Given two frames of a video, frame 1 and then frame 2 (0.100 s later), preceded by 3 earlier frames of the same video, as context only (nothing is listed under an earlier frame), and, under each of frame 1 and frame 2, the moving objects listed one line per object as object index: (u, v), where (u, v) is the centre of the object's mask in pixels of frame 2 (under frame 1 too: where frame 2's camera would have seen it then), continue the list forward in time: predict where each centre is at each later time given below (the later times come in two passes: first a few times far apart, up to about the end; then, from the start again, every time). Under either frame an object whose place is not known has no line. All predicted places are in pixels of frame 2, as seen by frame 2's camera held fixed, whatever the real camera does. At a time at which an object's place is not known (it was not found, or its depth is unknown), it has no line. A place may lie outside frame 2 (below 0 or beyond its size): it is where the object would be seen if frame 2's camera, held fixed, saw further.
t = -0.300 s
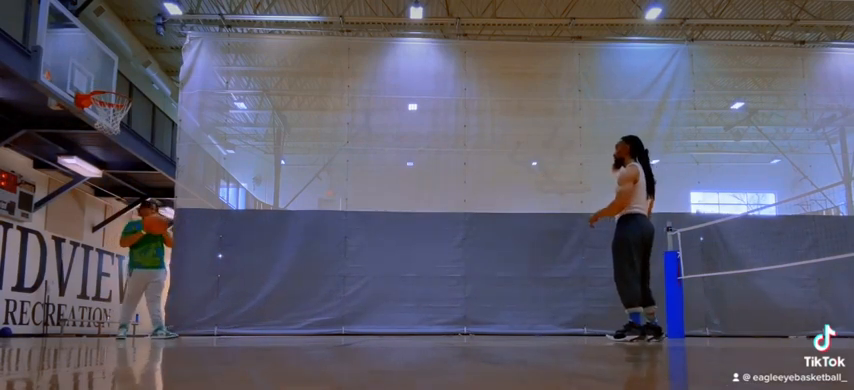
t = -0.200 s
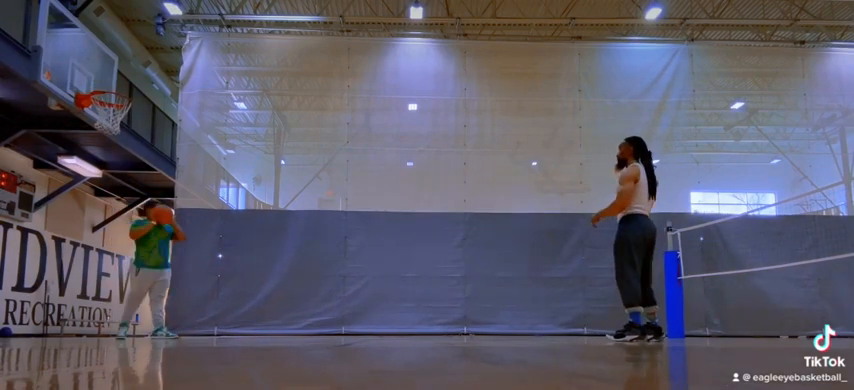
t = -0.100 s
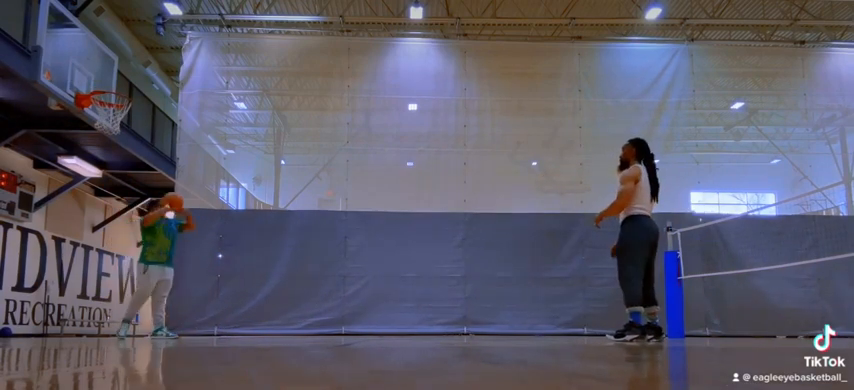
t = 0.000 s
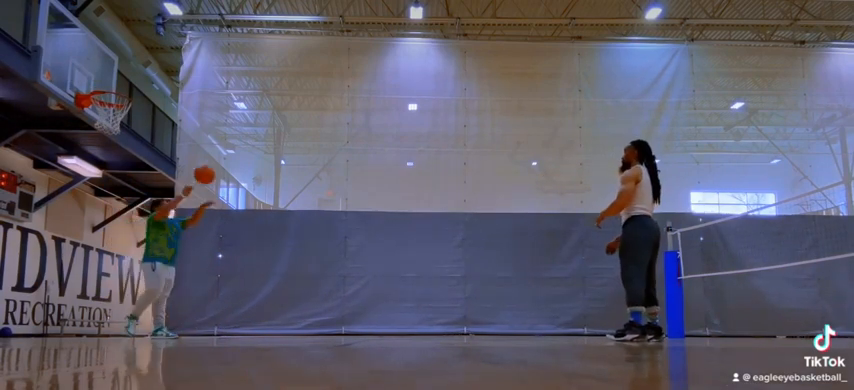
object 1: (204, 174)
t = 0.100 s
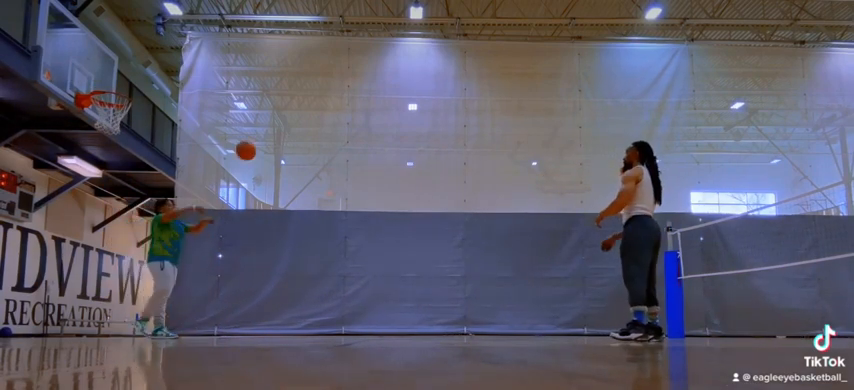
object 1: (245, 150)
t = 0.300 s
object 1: (331, 126)
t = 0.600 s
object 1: (475, 153)
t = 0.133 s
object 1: (260, 144)
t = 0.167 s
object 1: (274, 139)
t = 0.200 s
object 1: (288, 134)
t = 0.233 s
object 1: (302, 131)
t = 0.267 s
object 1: (317, 128)
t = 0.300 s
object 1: (331, 126)
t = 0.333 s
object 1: (346, 125)
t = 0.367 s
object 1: (361, 125)
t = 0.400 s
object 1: (377, 126)
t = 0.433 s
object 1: (392, 128)
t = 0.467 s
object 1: (409, 131)
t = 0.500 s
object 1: (425, 135)
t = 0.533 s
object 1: (441, 140)
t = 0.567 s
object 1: (458, 146)
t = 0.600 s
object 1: (475, 153)
